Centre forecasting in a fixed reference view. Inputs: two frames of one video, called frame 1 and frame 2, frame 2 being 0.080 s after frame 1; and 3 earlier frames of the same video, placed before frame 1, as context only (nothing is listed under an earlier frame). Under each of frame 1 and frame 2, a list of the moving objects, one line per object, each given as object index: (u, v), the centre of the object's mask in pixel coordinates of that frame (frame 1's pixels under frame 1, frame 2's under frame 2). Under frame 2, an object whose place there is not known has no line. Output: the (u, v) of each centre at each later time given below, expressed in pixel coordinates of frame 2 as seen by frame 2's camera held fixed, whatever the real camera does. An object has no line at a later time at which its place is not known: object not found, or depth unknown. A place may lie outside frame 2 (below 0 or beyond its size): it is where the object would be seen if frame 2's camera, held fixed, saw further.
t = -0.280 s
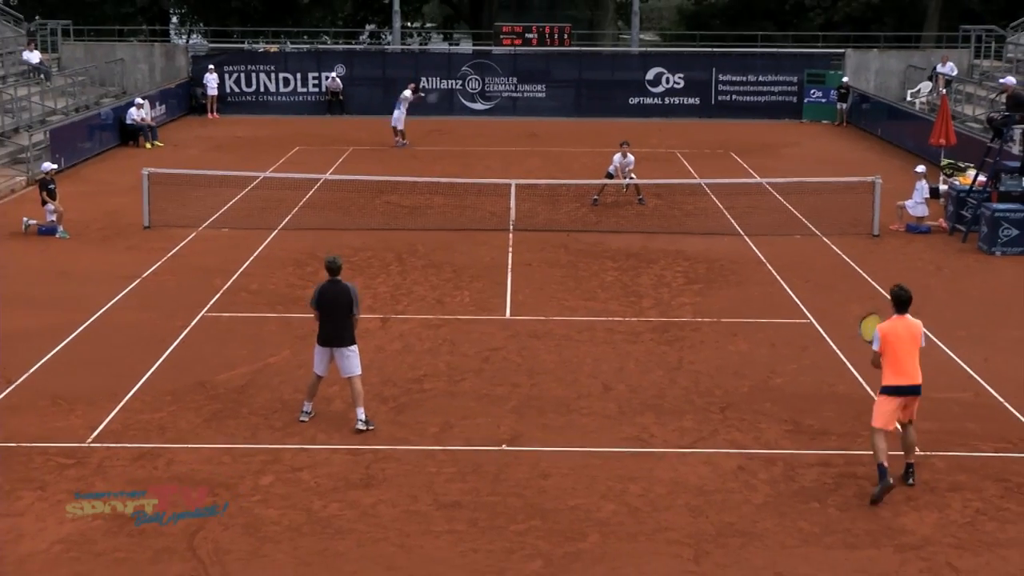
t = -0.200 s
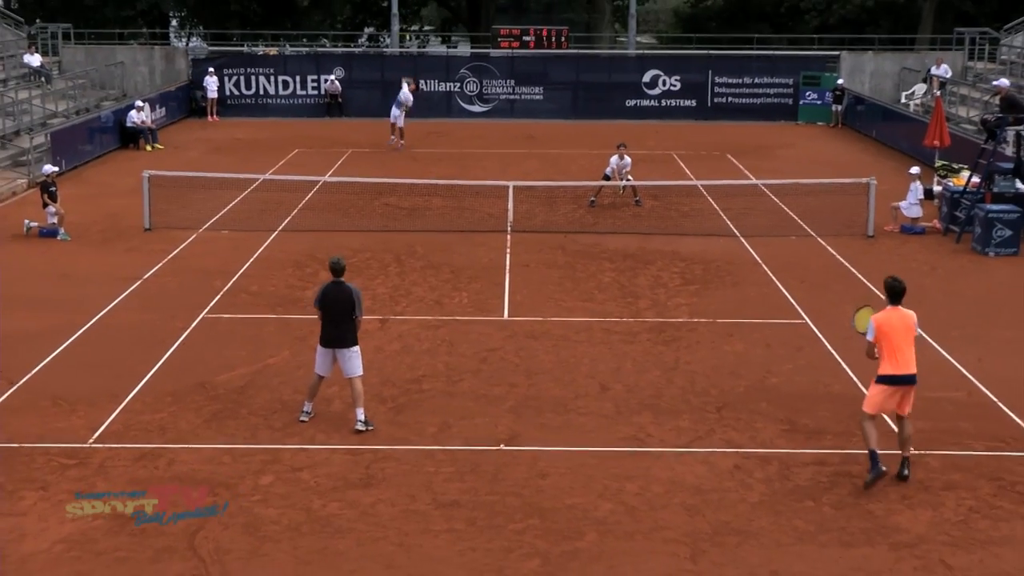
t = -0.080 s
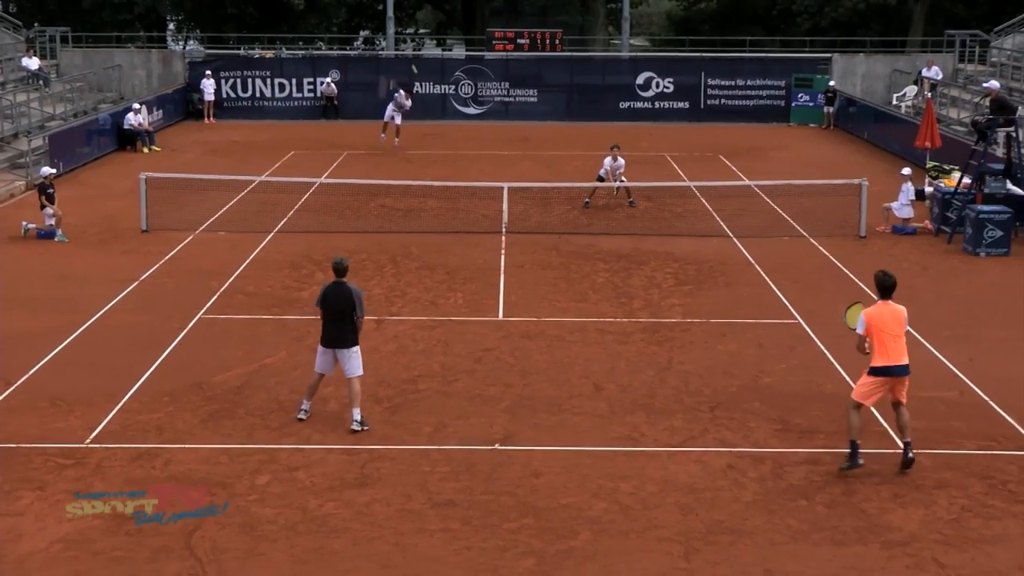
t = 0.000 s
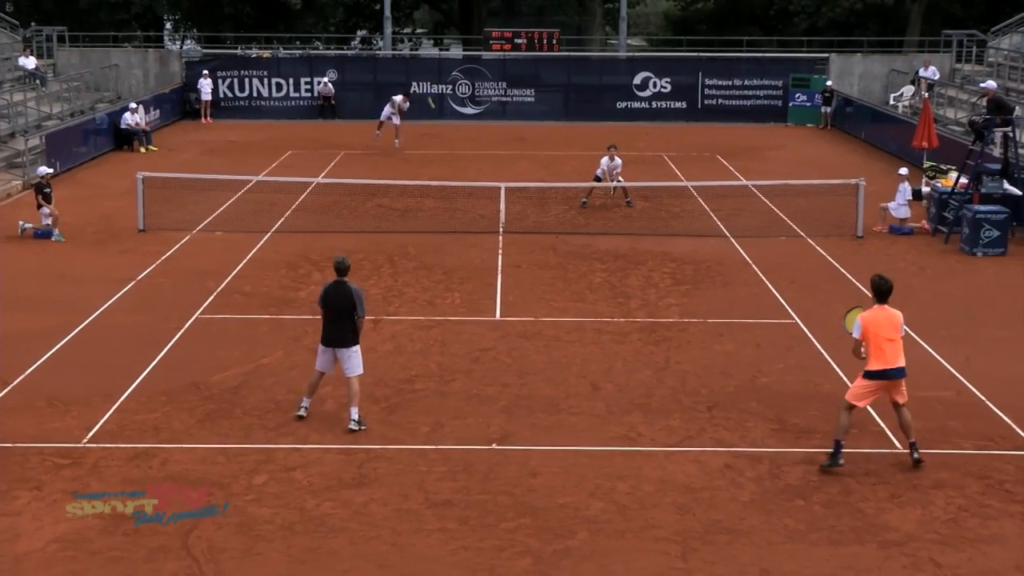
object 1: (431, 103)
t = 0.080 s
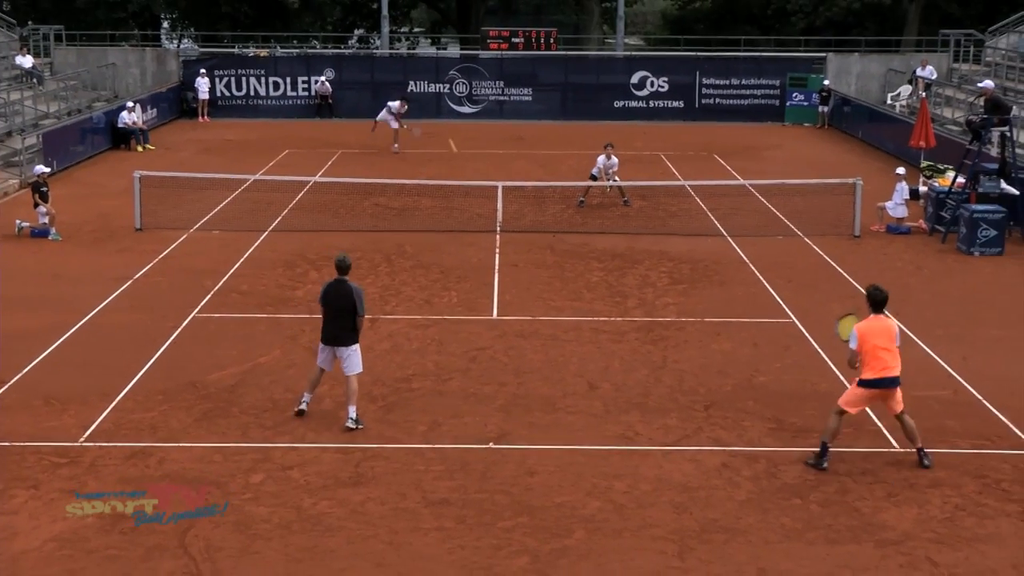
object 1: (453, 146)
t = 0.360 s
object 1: (560, 268)
